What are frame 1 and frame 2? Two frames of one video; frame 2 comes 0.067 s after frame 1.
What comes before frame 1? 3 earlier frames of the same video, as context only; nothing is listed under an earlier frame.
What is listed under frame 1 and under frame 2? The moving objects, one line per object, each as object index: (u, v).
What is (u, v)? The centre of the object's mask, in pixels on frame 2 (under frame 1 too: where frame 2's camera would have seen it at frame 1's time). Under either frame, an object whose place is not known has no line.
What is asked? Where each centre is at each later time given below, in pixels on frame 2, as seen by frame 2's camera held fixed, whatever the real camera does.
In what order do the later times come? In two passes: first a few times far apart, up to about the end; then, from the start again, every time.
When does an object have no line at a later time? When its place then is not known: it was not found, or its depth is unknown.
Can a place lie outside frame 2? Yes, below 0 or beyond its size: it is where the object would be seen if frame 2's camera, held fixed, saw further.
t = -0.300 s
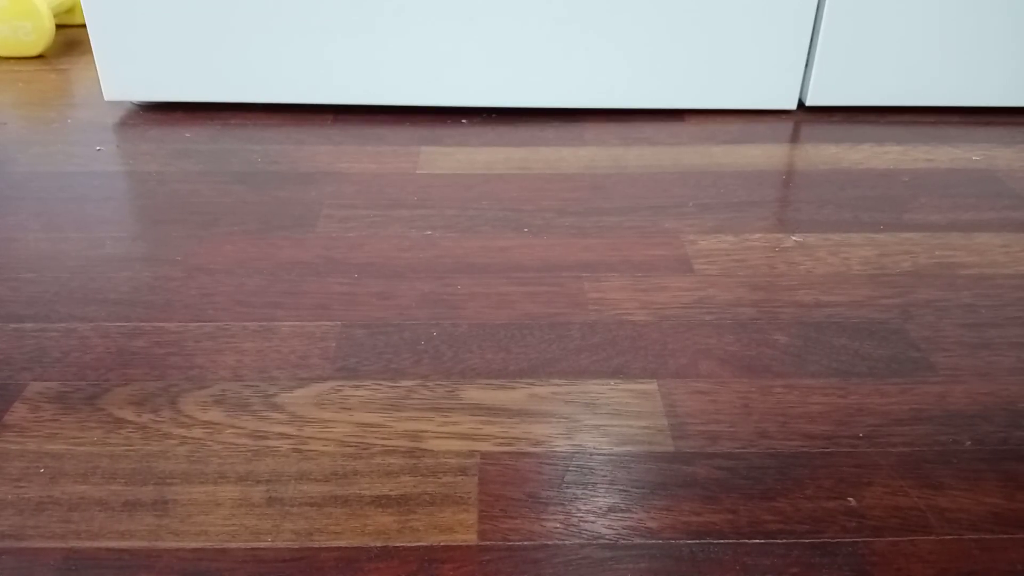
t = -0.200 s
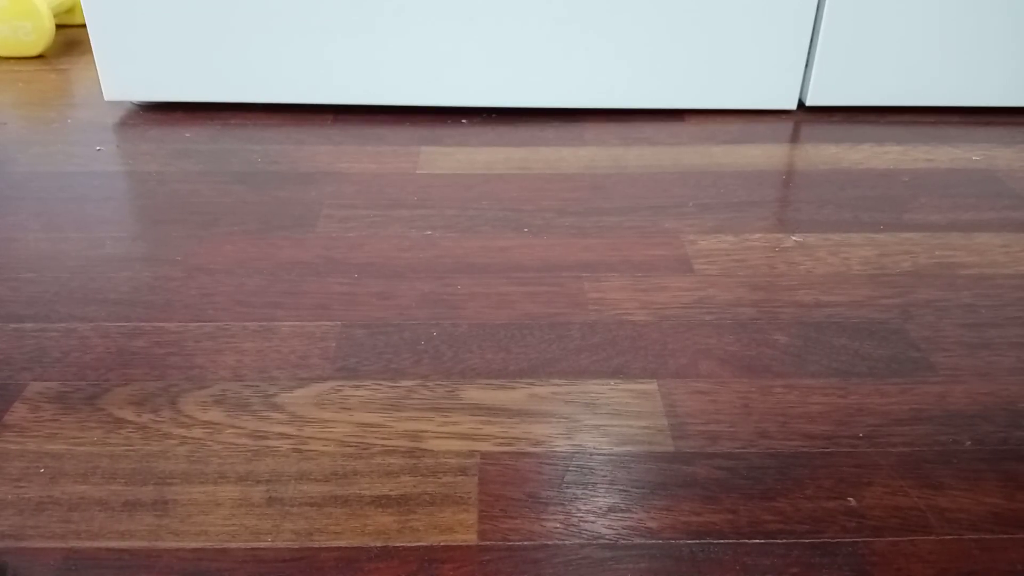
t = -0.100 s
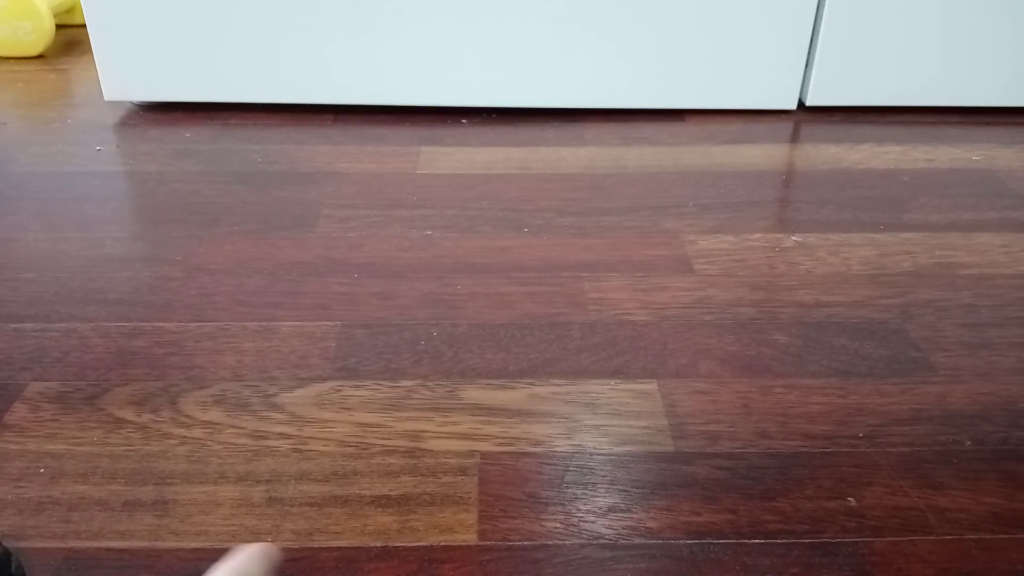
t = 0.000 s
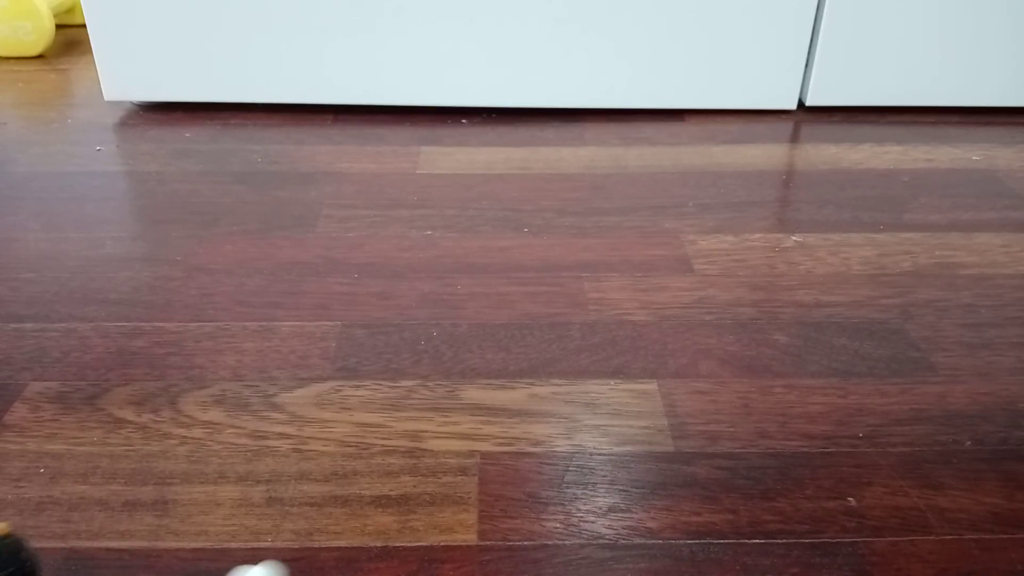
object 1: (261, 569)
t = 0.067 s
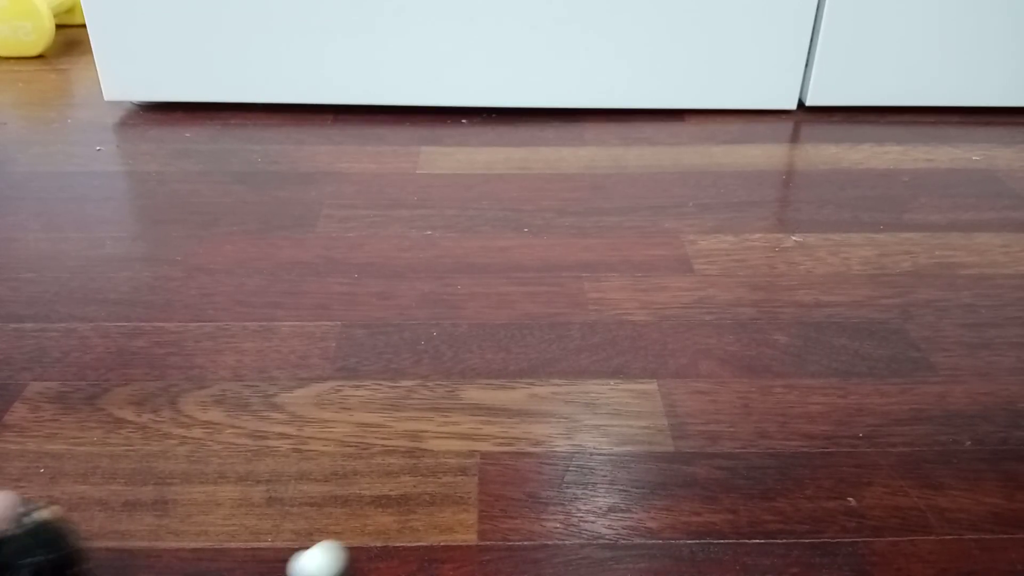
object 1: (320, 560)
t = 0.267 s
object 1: (483, 517)
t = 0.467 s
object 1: (630, 473)
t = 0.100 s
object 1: (347, 555)
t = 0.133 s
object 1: (375, 546)
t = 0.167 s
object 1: (403, 540)
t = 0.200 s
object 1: (430, 531)
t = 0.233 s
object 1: (457, 524)
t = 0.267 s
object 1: (483, 517)
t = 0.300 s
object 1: (509, 510)
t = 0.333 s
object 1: (535, 502)
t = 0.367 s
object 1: (558, 495)
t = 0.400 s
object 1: (583, 488)
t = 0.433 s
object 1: (607, 480)
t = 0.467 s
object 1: (630, 473)
